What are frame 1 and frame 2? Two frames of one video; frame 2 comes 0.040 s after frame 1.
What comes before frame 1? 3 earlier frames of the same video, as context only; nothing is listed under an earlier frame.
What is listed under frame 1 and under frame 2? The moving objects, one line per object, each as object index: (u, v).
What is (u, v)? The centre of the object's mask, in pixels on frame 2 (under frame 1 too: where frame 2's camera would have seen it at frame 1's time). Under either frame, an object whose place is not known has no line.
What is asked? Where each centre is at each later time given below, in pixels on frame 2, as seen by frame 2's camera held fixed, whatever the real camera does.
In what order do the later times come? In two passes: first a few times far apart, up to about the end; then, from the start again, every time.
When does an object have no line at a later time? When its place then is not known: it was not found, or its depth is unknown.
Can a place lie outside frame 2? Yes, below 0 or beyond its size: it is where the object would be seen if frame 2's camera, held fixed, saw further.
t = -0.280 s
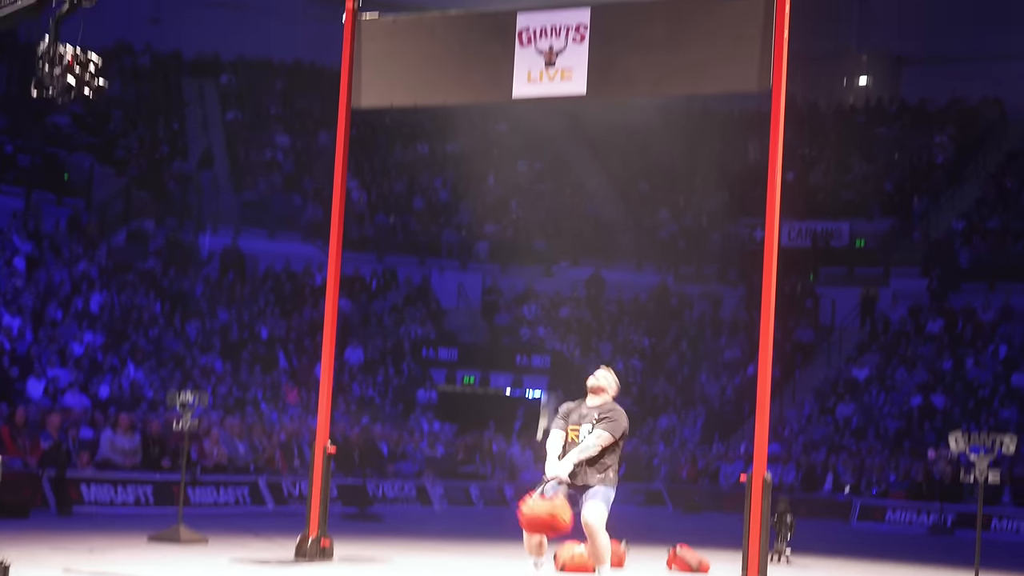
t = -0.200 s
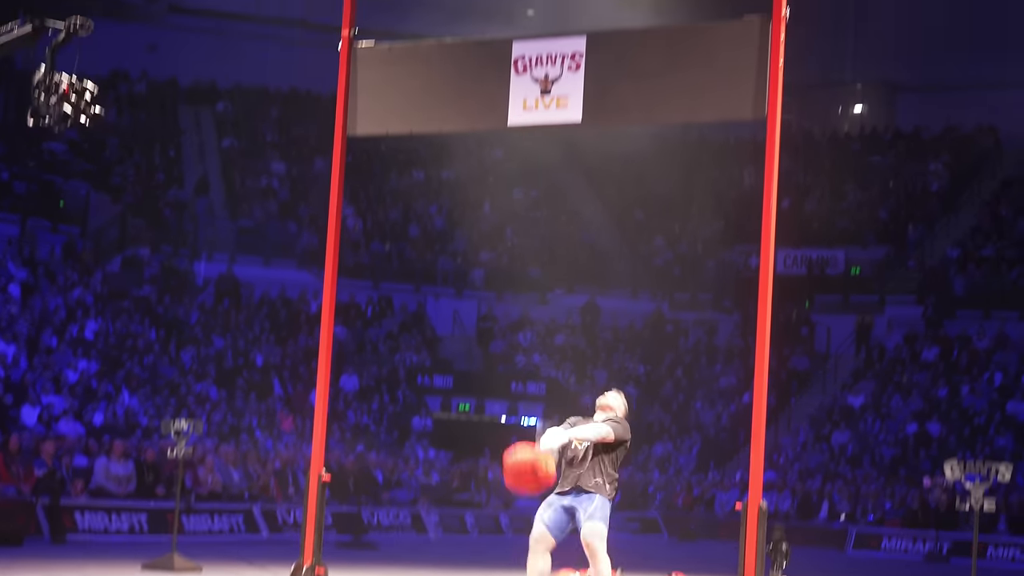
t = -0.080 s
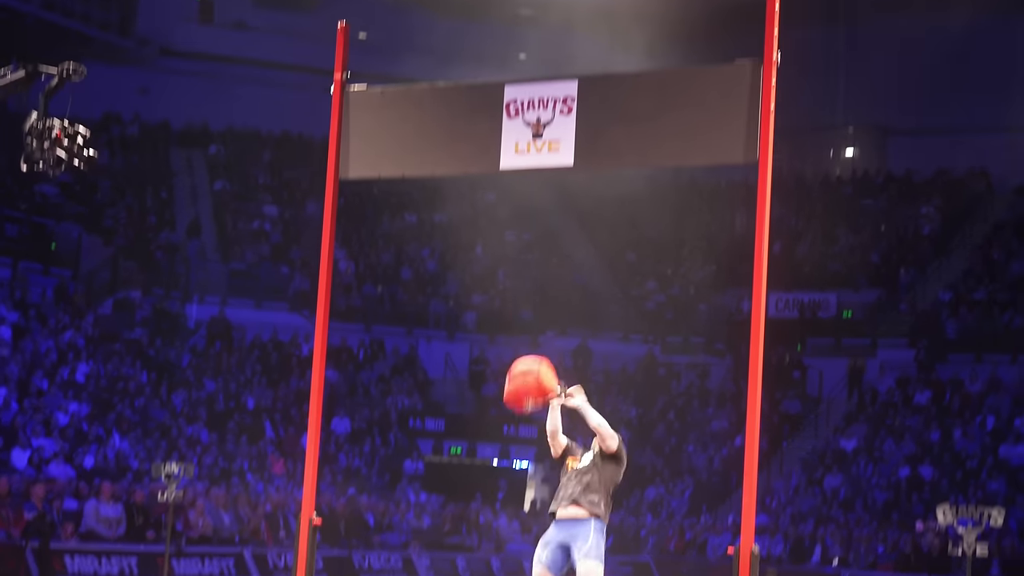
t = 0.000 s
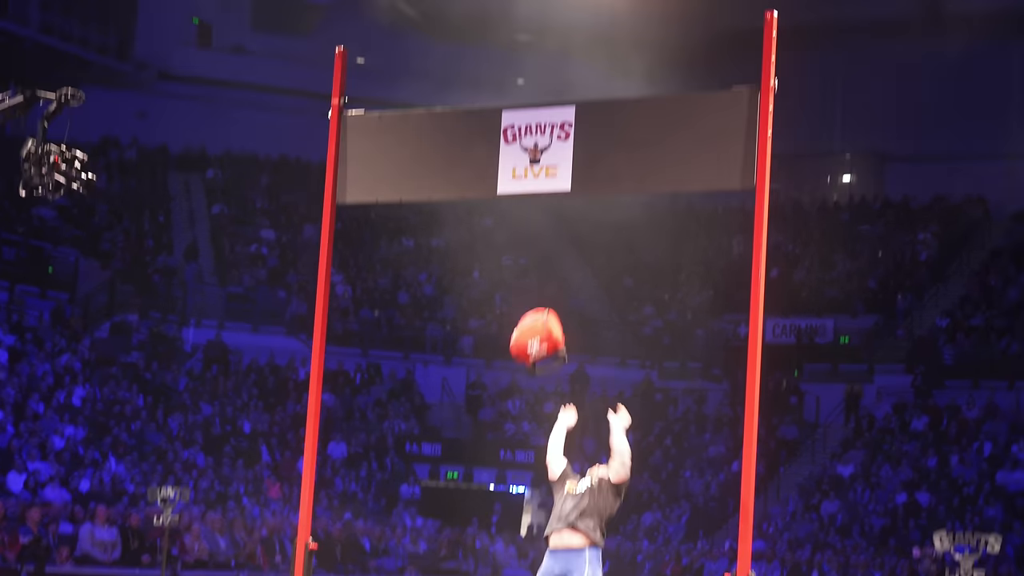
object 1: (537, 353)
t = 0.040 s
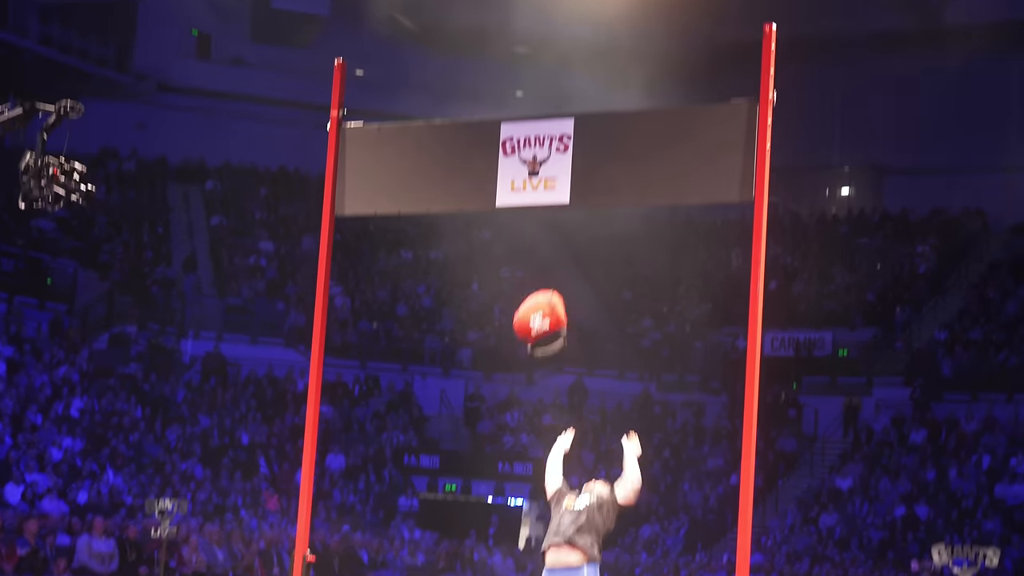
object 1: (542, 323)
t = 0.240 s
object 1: (566, 185)
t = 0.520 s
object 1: (589, 86)
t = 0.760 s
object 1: (605, 82)
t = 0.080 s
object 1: (547, 292)
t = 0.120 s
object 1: (552, 263)
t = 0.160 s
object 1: (556, 235)
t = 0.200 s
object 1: (562, 211)
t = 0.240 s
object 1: (566, 185)
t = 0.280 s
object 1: (570, 162)
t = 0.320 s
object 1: (574, 145)
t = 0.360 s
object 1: (578, 130)
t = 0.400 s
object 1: (581, 116)
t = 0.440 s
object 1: (583, 106)
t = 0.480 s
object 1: (586, 97)
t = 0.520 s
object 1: (589, 86)
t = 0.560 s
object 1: (593, 77)
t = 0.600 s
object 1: (596, 73)
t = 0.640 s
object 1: (599, 72)
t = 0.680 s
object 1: (601, 72)
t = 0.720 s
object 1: (603, 76)
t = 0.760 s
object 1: (605, 82)
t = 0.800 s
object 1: (607, 90)
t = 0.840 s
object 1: (607, 98)
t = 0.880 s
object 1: (606, 105)
